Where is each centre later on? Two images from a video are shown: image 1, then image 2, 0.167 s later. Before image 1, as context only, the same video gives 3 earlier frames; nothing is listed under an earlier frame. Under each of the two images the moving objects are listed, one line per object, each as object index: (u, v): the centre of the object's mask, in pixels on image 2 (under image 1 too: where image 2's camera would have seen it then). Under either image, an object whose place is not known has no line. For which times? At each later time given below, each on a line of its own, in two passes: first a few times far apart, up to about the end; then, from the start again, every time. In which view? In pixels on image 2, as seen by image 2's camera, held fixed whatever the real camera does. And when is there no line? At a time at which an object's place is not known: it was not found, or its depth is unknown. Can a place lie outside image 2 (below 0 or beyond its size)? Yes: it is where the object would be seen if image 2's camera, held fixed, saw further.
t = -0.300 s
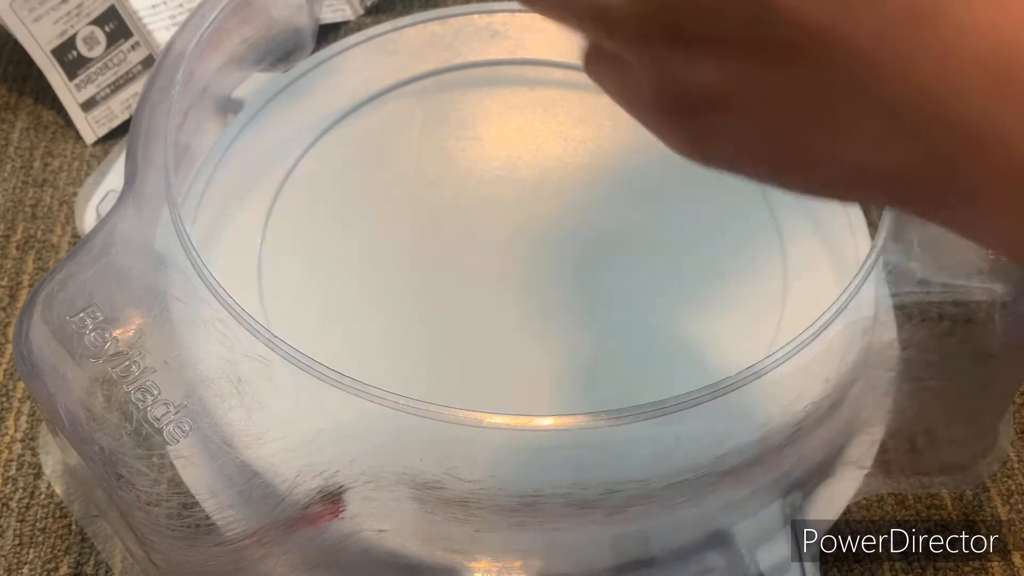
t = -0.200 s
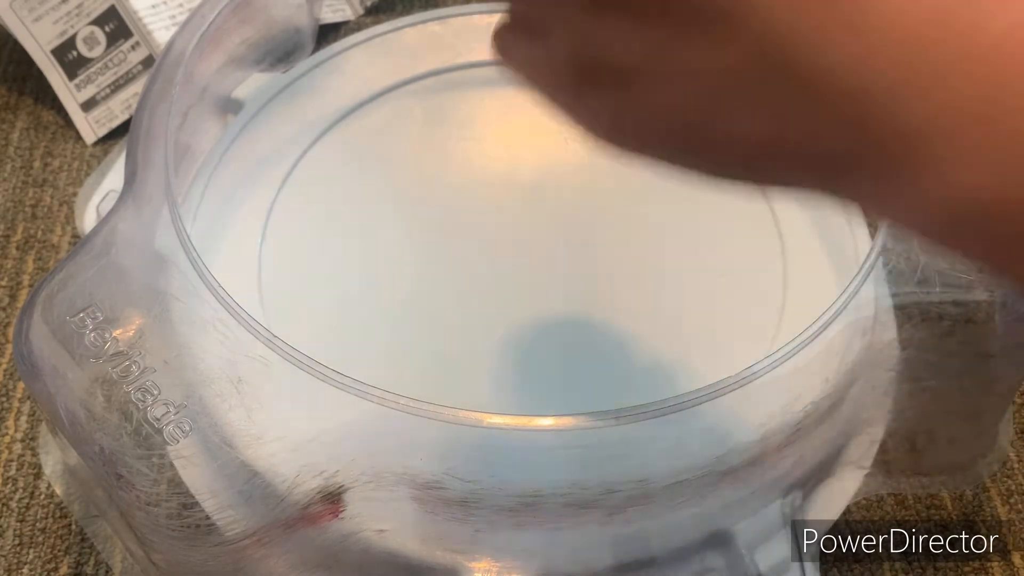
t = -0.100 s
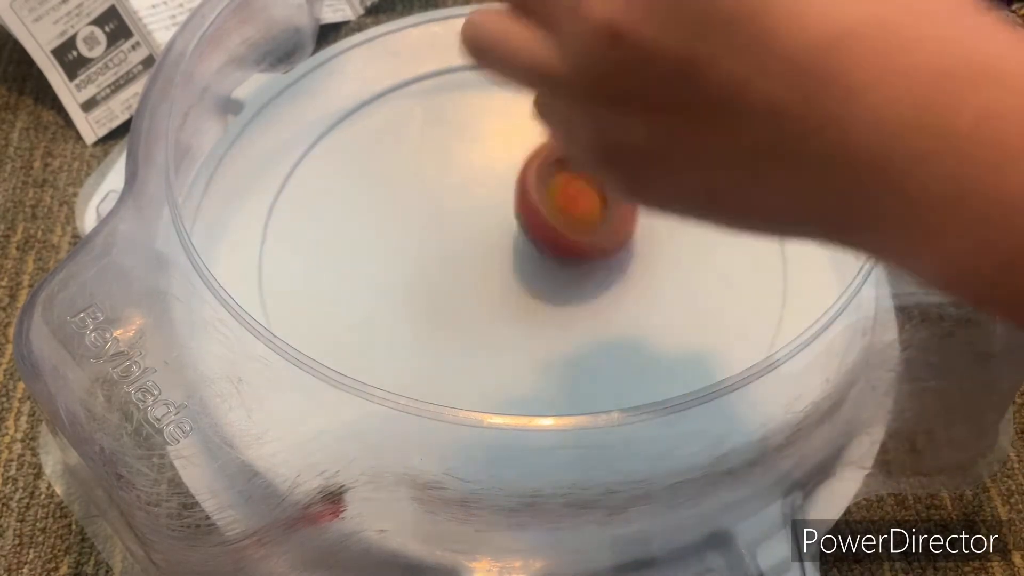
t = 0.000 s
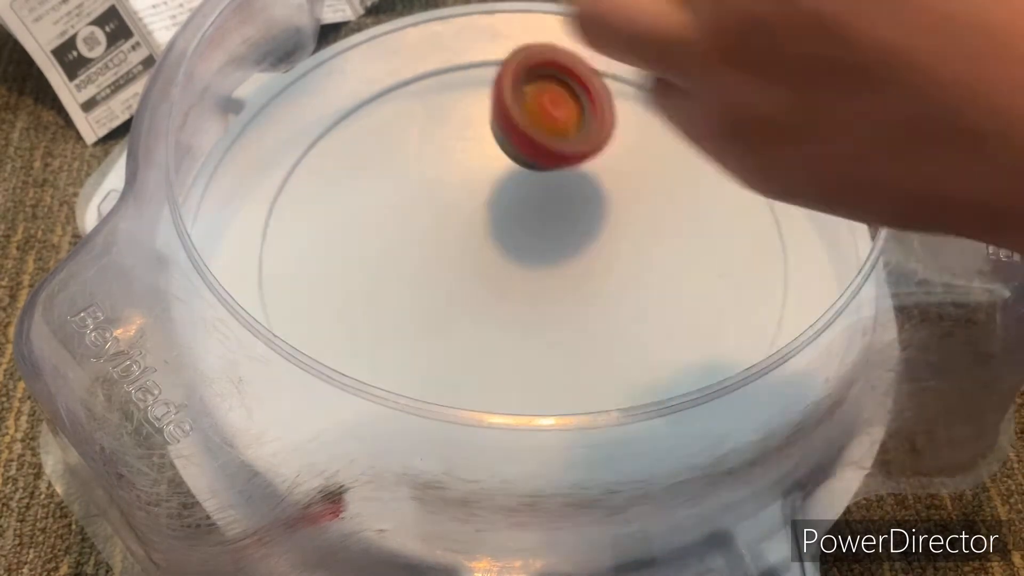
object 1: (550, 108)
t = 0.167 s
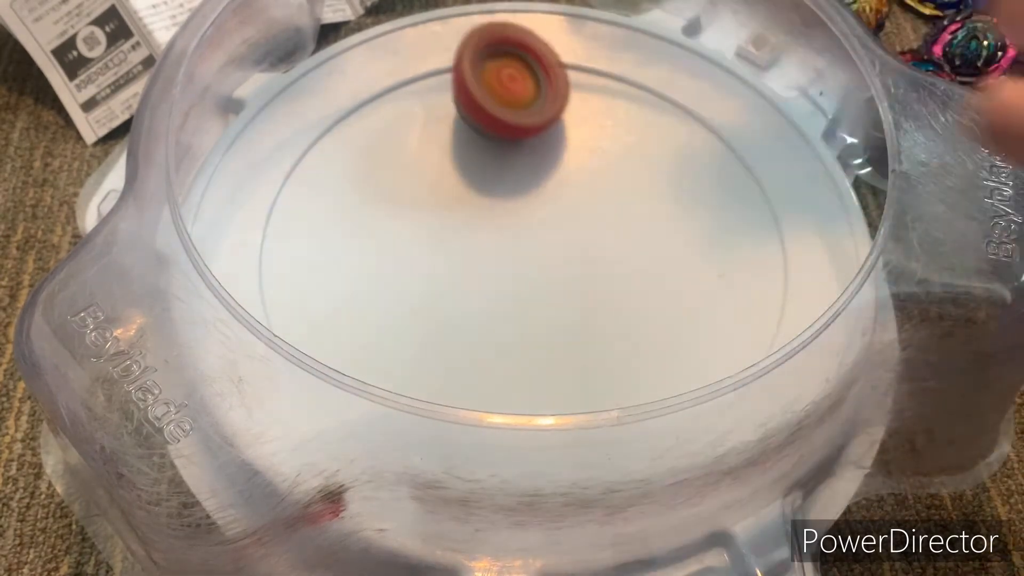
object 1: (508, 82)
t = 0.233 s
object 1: (496, 73)
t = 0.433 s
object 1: (481, 101)
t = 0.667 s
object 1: (538, 186)
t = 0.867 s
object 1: (628, 229)
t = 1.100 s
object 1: (613, 201)
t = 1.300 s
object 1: (513, 125)
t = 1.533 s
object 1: (411, 66)
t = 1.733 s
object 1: (387, 122)
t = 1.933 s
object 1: (532, 219)
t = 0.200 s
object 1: (502, 76)
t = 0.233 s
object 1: (496, 73)
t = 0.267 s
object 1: (491, 73)
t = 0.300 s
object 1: (487, 74)
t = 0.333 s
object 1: (484, 78)
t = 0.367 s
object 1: (482, 84)
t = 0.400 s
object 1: (481, 92)
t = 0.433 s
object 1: (481, 101)
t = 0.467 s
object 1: (483, 112)
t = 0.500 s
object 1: (487, 123)
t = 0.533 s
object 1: (494, 136)
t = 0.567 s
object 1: (502, 148)
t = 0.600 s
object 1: (512, 161)
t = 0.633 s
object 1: (524, 173)
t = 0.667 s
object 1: (538, 186)
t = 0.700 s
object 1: (554, 197)
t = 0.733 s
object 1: (569, 206)
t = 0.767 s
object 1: (585, 215)
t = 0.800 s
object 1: (602, 221)
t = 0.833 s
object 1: (616, 226)
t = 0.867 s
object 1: (628, 229)
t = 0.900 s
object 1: (637, 230)
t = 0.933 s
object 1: (643, 229)
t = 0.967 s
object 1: (644, 226)
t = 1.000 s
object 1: (642, 222)
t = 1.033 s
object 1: (637, 216)
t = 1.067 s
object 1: (627, 210)
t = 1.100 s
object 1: (613, 201)
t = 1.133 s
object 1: (598, 191)
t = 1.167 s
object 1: (582, 179)
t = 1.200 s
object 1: (564, 165)
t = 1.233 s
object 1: (548, 153)
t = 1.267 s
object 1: (530, 139)
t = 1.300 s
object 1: (513, 125)
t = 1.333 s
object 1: (497, 110)
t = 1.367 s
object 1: (481, 96)
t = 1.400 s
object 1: (466, 85)
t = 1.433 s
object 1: (450, 75)
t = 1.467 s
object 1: (436, 68)
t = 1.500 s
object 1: (423, 66)
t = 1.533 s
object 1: (411, 66)
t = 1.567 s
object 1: (401, 68)
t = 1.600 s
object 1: (392, 73)
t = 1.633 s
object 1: (386, 80)
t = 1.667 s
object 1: (383, 91)
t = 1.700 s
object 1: (383, 105)
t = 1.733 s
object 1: (387, 122)
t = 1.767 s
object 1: (397, 140)
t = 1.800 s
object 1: (414, 159)
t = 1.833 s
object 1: (435, 176)
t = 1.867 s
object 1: (465, 194)
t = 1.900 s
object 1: (494, 208)
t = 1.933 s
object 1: (532, 219)
